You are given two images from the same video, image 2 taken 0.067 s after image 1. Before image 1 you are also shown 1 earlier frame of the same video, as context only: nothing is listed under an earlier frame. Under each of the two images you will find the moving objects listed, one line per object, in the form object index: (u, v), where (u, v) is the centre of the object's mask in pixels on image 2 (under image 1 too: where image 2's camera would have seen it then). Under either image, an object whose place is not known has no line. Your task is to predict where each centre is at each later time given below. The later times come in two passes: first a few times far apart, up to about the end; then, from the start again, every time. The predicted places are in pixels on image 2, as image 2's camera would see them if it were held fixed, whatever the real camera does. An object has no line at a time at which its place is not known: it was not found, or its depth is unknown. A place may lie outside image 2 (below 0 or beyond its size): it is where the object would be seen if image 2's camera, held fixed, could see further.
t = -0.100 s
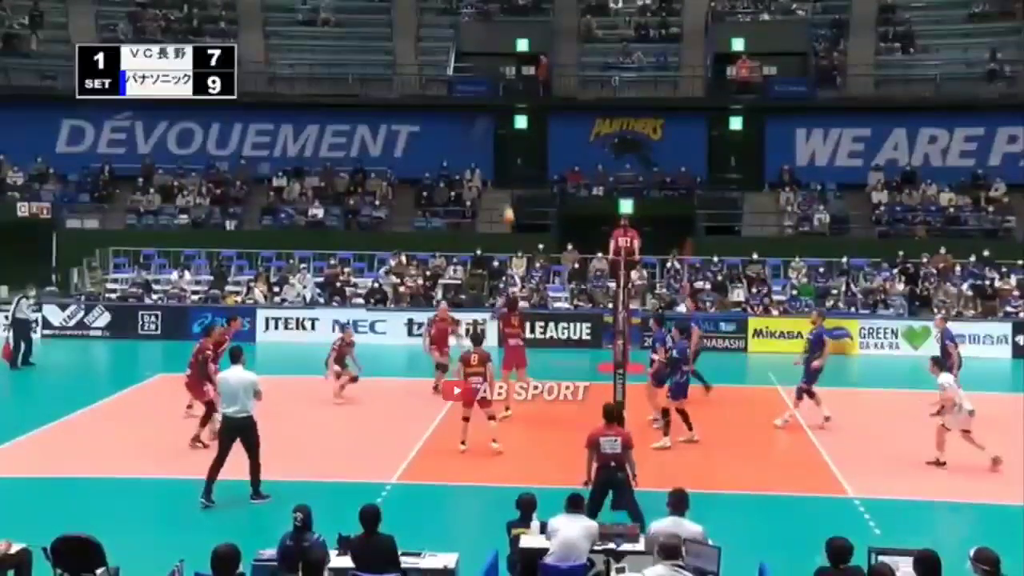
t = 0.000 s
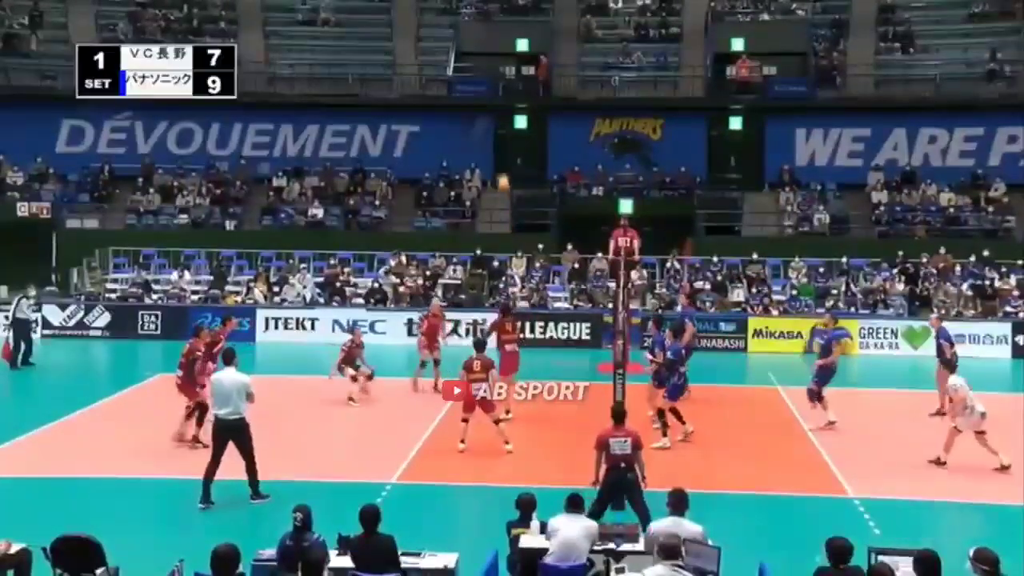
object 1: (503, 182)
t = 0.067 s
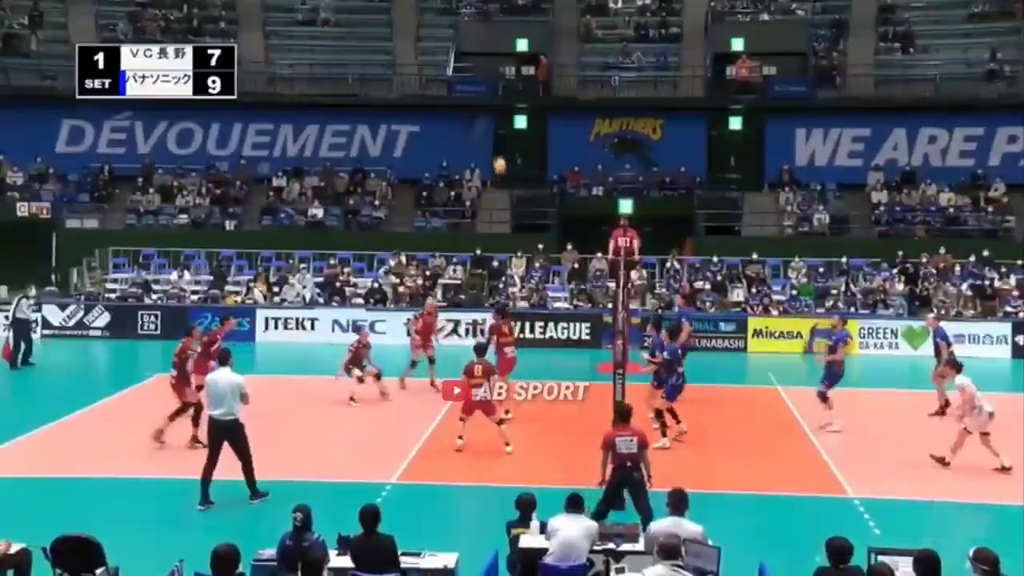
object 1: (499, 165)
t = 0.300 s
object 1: (487, 124)
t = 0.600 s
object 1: (470, 121)
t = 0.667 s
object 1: (467, 127)
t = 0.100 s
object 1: (497, 155)
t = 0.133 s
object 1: (496, 151)
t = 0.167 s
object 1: (494, 142)
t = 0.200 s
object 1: (493, 139)
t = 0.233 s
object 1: (490, 132)
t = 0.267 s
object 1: (489, 129)
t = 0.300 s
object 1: (487, 124)
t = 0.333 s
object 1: (486, 122)
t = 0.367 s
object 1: (483, 119)
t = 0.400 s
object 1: (482, 118)
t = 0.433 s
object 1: (479, 116)
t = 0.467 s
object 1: (478, 117)
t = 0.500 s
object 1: (476, 117)
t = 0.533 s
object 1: (474, 117)
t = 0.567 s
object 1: (472, 119)
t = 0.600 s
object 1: (470, 121)
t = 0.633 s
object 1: (468, 125)
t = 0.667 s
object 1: (467, 127)
